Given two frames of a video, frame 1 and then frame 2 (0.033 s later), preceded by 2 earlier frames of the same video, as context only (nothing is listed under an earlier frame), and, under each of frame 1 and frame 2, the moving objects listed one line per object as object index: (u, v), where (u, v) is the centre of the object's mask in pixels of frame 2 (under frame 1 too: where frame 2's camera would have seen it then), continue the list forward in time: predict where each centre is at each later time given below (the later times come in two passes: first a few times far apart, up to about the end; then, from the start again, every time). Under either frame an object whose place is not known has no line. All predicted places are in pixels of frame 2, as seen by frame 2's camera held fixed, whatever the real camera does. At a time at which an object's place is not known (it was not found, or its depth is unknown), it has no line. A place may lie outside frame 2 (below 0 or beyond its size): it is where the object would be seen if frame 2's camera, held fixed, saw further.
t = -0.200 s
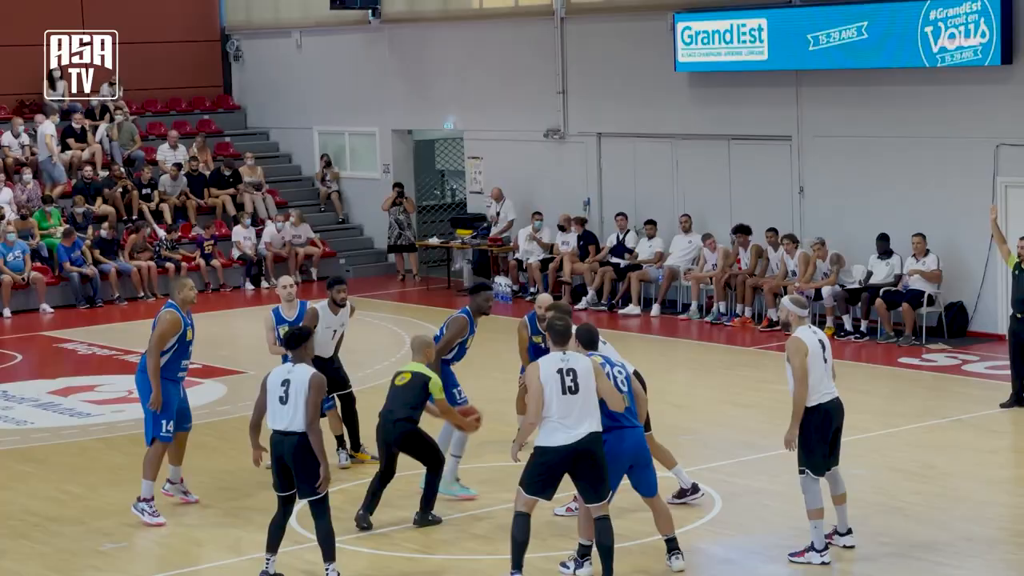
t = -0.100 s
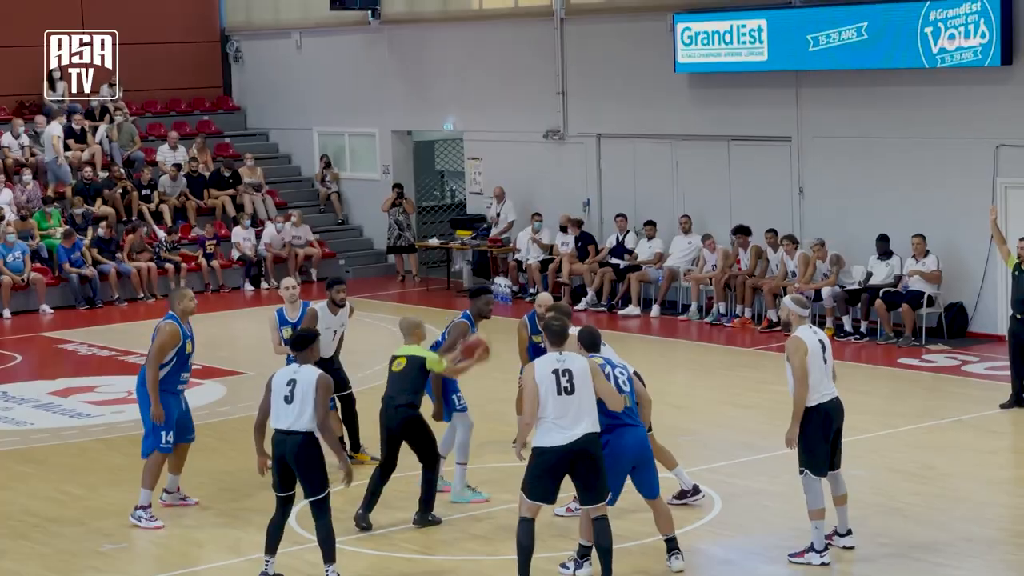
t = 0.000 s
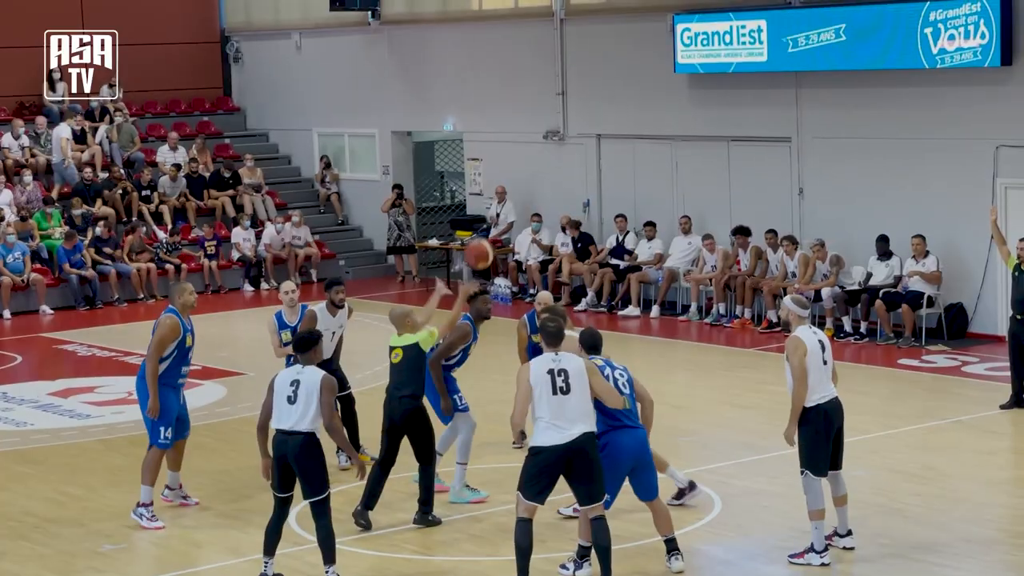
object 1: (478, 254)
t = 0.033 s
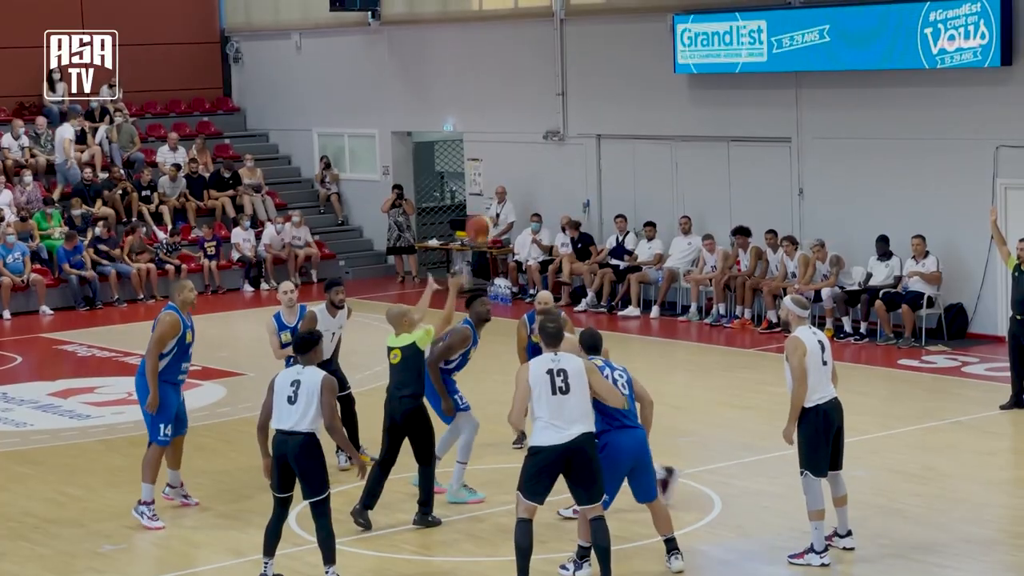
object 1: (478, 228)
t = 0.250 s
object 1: (482, 137)
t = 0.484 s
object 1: (484, 128)
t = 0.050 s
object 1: (479, 218)
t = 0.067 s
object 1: (479, 206)
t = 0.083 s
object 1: (479, 195)
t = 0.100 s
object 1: (479, 185)
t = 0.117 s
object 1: (480, 177)
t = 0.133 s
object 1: (480, 169)
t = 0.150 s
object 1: (481, 162)
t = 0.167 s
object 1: (481, 156)
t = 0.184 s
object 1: (481, 151)
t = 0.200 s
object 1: (481, 146)
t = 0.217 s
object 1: (482, 143)
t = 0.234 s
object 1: (482, 140)
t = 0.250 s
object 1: (482, 137)
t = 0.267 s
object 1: (483, 135)
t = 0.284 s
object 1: (483, 133)
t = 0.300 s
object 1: (483, 132)
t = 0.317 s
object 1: (483, 131)
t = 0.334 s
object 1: (483, 130)
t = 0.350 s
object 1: (484, 130)
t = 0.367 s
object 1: (484, 129)
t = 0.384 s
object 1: (484, 129)
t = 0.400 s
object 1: (484, 129)
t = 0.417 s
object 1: (484, 129)
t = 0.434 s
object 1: (484, 128)
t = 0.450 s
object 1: (484, 128)
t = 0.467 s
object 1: (484, 128)
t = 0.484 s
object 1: (484, 128)
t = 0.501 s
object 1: (484, 128)
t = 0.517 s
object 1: (484, 128)
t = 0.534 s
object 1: (485, 128)
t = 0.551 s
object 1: (485, 128)
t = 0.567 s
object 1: (485, 128)
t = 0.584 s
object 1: (485, 128)
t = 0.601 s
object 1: (485, 128)
